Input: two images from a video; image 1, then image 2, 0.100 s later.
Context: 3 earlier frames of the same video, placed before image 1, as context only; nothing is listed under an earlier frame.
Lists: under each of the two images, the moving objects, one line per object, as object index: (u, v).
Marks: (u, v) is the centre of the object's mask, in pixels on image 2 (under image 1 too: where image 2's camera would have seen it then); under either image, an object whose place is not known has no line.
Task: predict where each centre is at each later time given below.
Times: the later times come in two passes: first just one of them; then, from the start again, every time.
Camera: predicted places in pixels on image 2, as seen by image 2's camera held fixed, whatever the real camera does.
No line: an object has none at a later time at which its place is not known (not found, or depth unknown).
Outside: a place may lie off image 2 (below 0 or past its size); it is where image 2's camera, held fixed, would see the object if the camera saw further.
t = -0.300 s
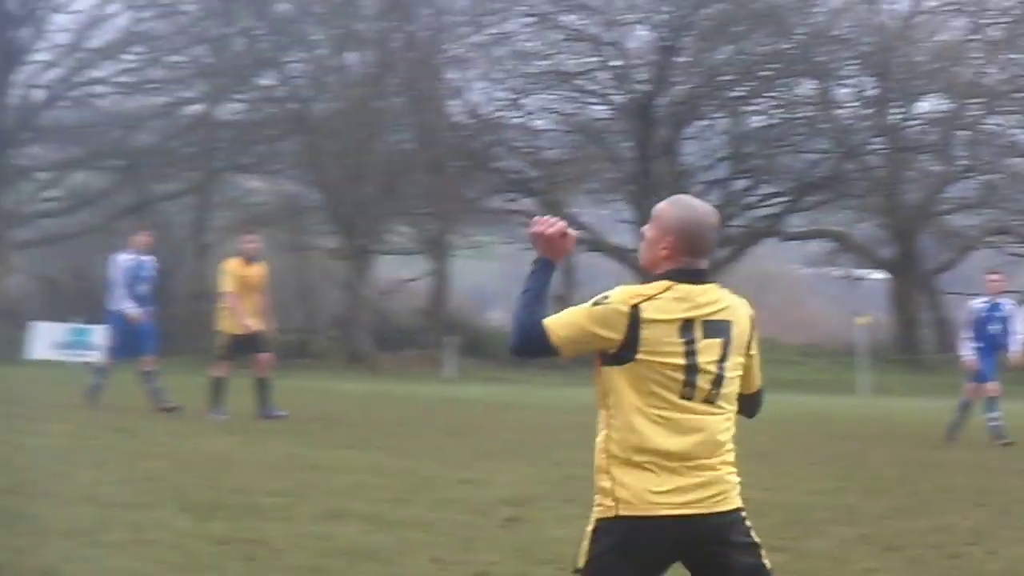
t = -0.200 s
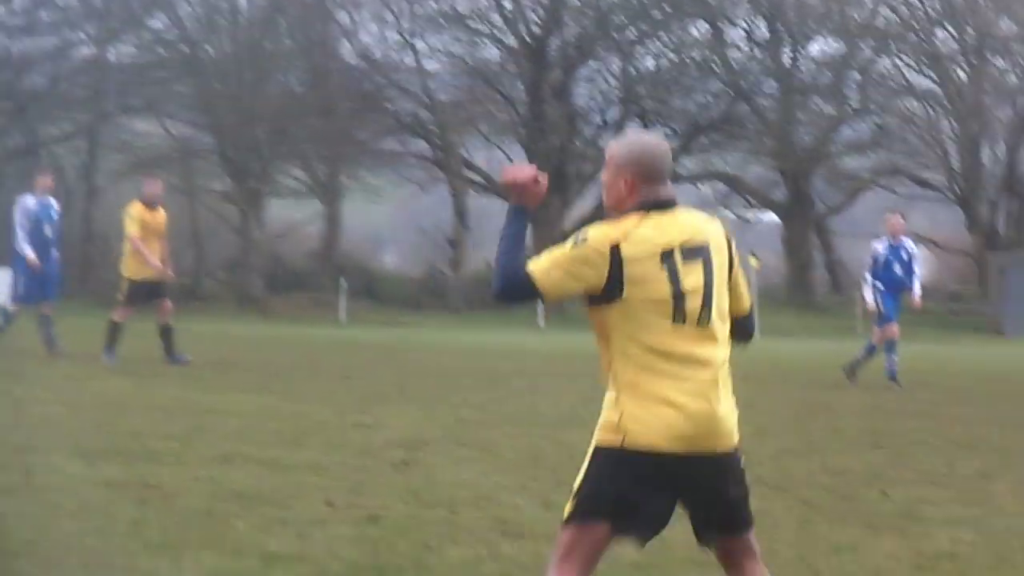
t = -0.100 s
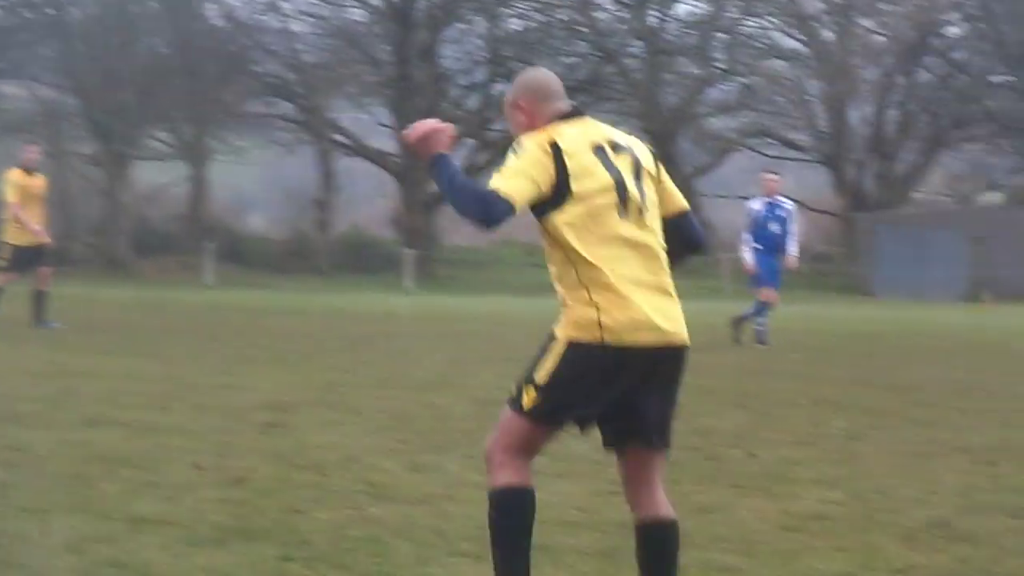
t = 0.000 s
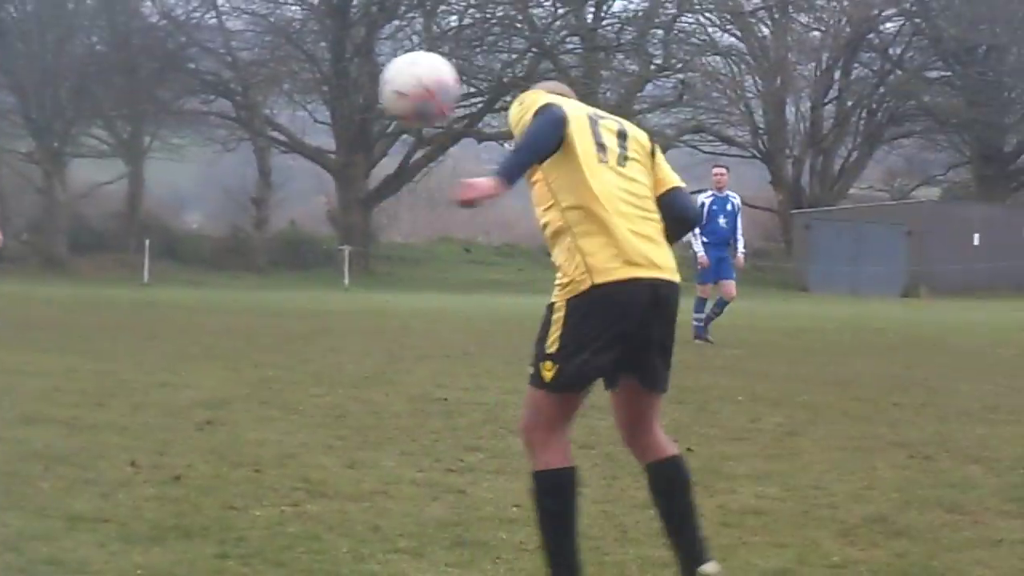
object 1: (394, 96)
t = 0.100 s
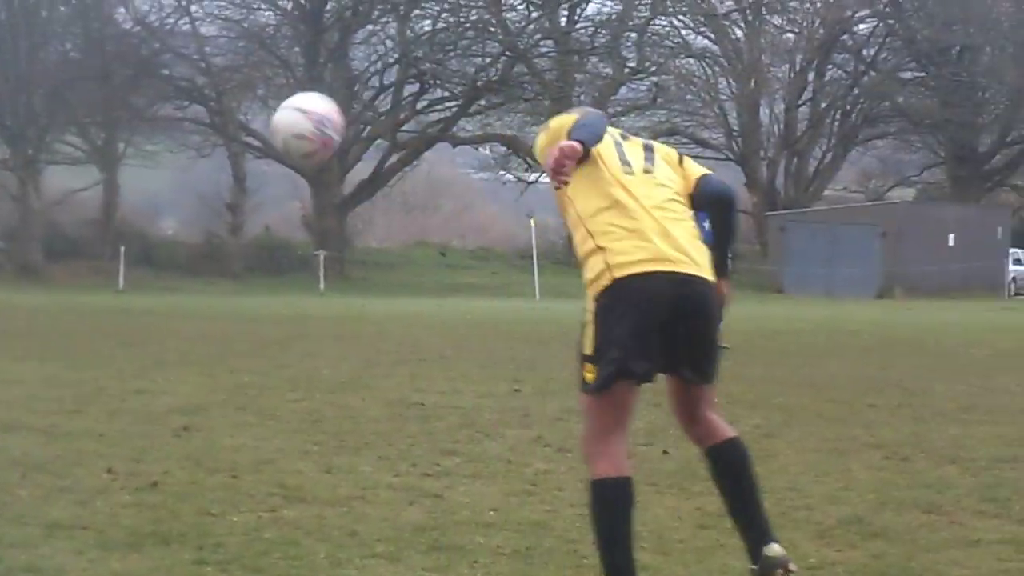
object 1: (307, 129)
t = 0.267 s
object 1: (191, 244)
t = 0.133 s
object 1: (282, 147)
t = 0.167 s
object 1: (257, 168)
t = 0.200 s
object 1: (235, 194)
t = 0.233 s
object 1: (213, 219)
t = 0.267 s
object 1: (191, 244)
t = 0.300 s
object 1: (171, 276)
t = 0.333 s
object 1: (151, 309)
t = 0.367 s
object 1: (132, 344)
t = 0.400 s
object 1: (116, 379)
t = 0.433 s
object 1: (100, 416)
